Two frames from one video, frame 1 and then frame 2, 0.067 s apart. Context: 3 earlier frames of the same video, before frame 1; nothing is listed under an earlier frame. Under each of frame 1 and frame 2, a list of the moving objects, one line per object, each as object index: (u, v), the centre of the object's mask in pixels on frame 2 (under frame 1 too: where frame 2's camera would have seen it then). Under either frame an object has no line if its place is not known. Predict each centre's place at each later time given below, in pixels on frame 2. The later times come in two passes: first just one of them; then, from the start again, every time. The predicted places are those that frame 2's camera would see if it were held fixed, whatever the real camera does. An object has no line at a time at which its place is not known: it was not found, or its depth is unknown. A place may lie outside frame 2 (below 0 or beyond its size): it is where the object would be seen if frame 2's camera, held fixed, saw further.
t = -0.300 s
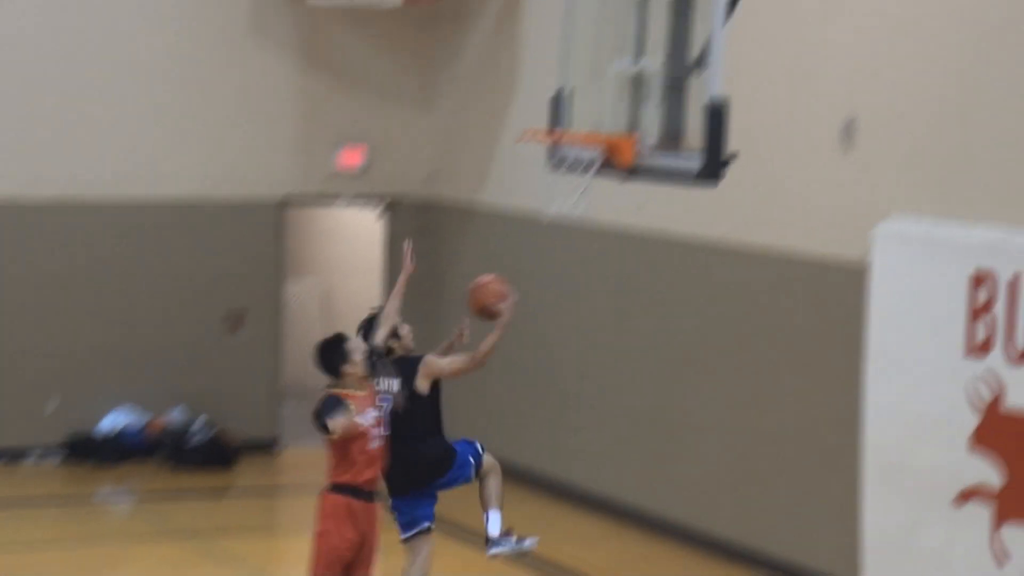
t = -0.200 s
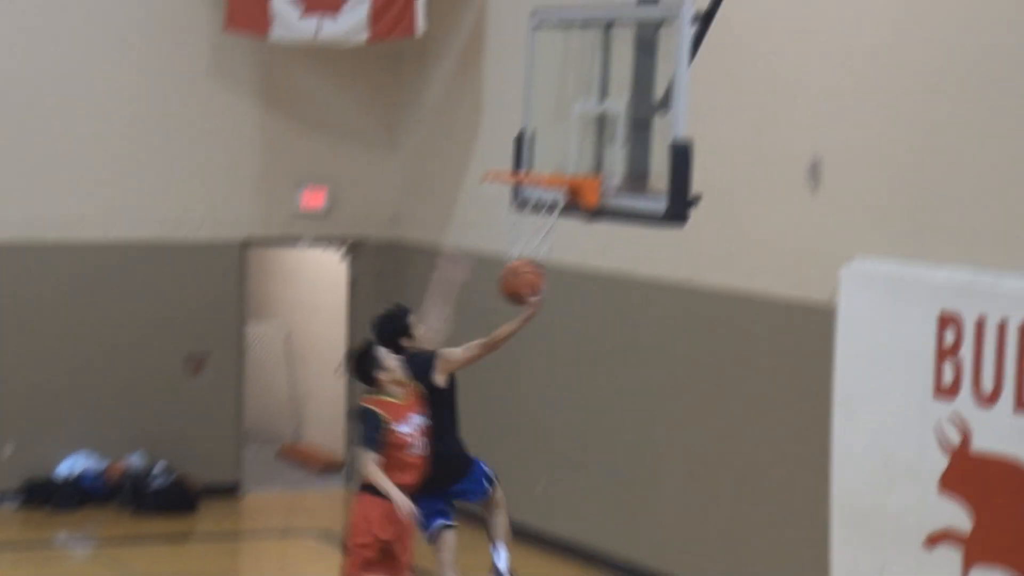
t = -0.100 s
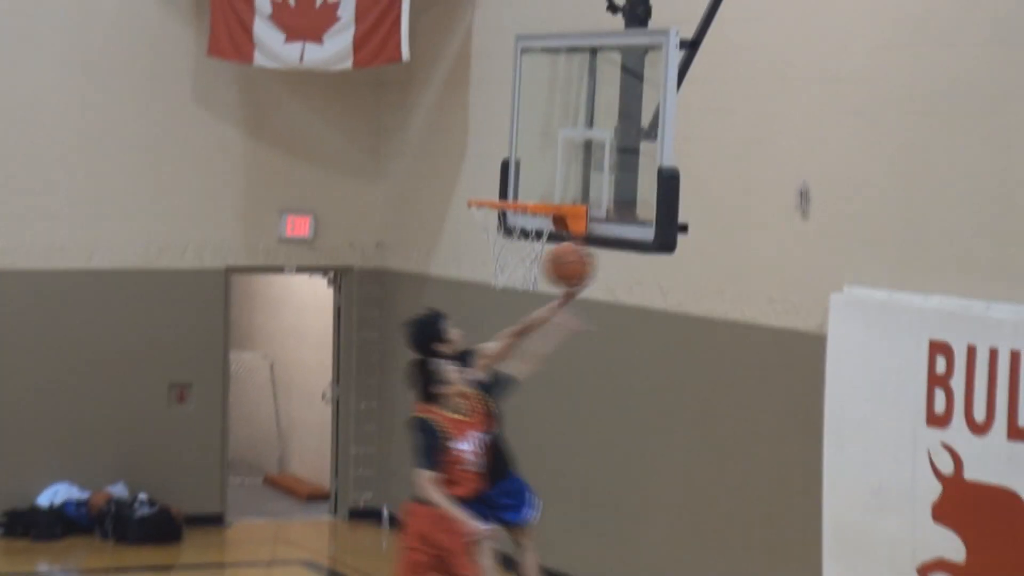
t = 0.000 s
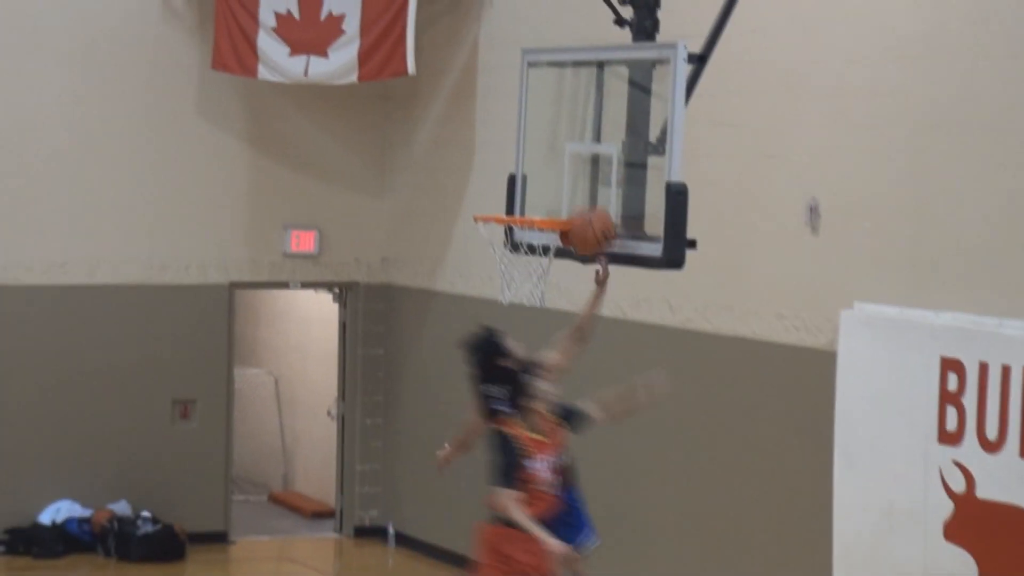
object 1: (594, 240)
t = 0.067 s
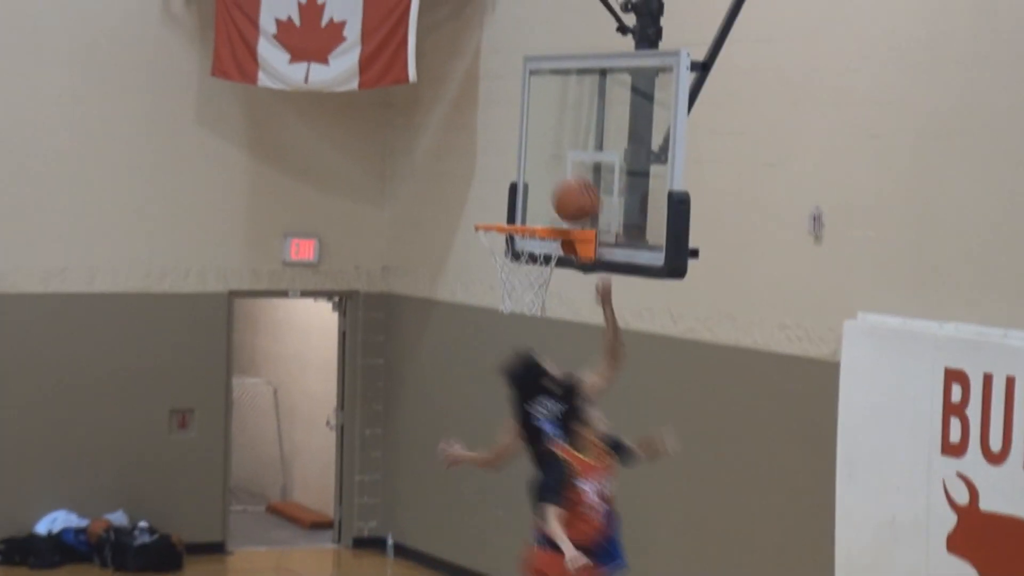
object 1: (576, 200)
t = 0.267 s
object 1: (527, 138)
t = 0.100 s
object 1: (568, 184)
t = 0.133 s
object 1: (560, 170)
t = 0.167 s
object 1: (552, 159)
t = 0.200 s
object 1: (544, 150)
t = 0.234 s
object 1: (535, 143)
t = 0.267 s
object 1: (527, 138)
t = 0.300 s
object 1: (519, 135)
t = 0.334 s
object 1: (510, 134)
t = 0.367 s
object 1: (502, 135)
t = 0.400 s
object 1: (493, 138)
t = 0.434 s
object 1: (484, 143)
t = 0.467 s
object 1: (475, 151)
